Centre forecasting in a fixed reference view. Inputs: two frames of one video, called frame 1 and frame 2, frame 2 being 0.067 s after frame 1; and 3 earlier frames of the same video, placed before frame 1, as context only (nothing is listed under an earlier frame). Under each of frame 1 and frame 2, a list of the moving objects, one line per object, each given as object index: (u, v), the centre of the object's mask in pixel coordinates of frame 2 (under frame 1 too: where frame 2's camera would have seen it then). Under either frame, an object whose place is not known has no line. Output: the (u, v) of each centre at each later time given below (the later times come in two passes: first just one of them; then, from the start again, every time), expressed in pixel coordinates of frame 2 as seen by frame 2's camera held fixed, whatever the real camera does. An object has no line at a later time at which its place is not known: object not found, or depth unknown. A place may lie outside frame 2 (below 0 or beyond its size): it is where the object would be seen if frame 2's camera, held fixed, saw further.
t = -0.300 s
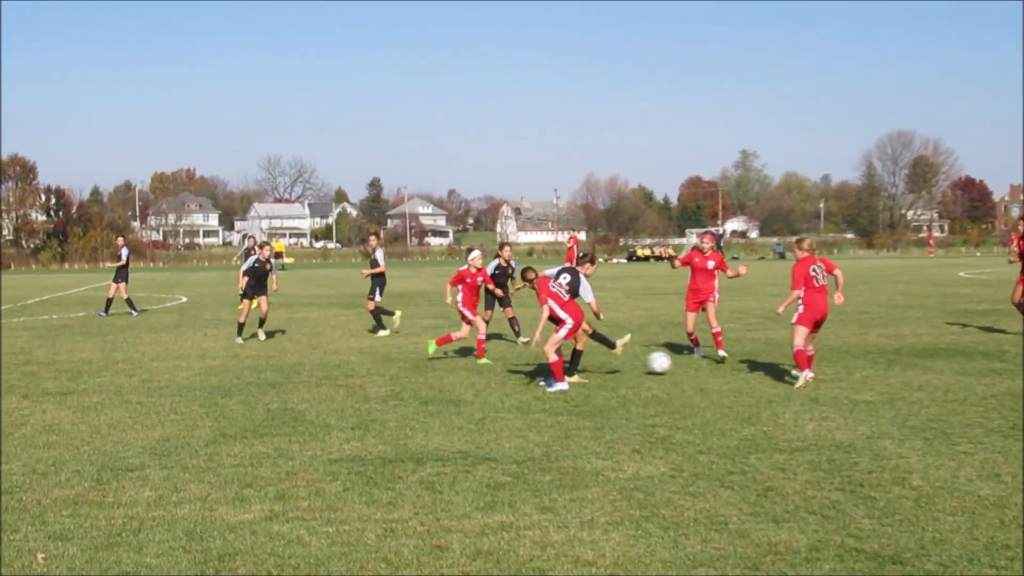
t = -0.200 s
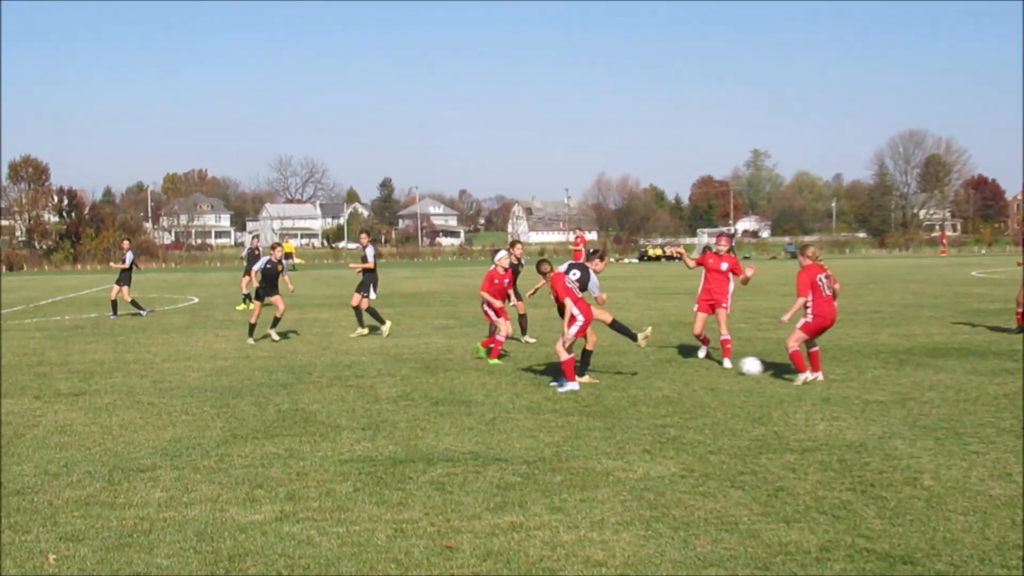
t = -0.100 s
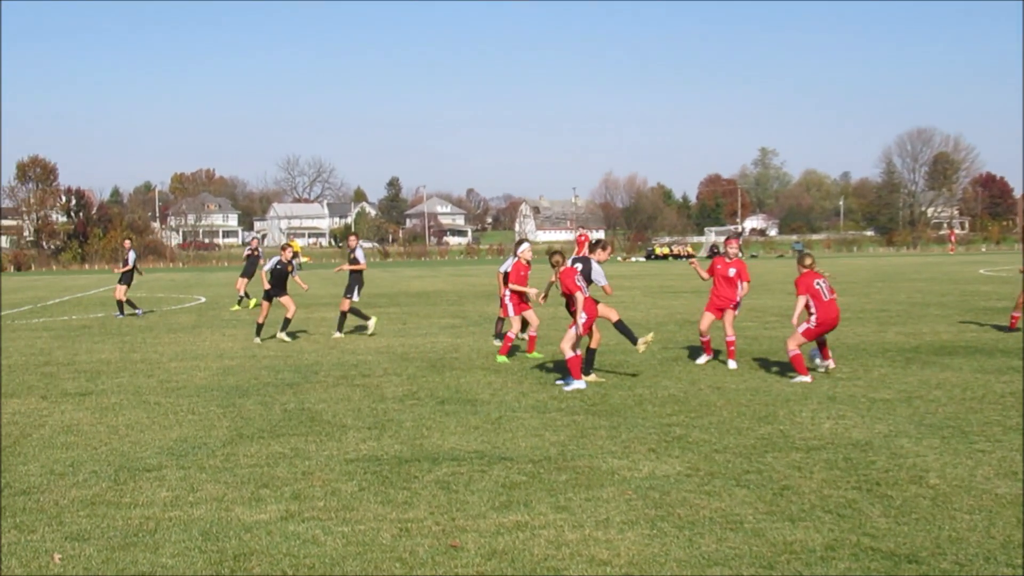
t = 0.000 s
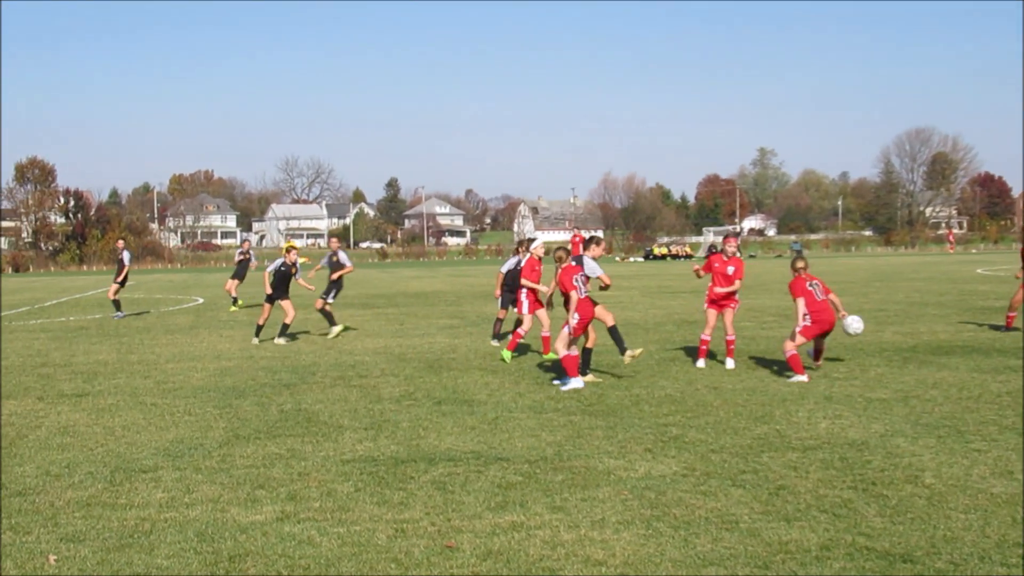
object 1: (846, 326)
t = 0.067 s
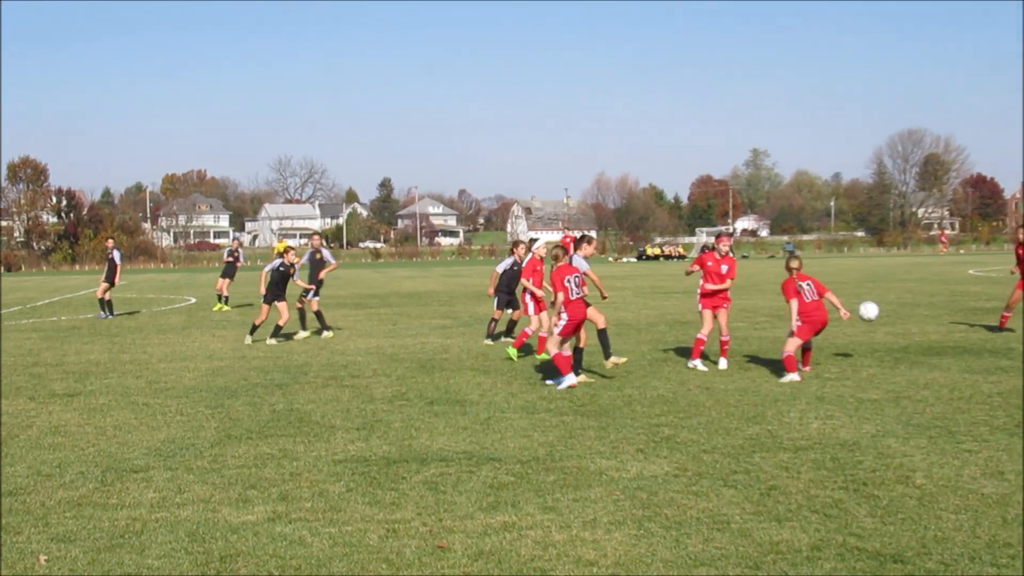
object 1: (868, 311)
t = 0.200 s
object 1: (908, 295)
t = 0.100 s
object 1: (878, 306)
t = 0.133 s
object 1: (888, 301)
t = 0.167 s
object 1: (898, 297)
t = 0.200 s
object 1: (908, 295)
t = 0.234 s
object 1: (917, 294)
